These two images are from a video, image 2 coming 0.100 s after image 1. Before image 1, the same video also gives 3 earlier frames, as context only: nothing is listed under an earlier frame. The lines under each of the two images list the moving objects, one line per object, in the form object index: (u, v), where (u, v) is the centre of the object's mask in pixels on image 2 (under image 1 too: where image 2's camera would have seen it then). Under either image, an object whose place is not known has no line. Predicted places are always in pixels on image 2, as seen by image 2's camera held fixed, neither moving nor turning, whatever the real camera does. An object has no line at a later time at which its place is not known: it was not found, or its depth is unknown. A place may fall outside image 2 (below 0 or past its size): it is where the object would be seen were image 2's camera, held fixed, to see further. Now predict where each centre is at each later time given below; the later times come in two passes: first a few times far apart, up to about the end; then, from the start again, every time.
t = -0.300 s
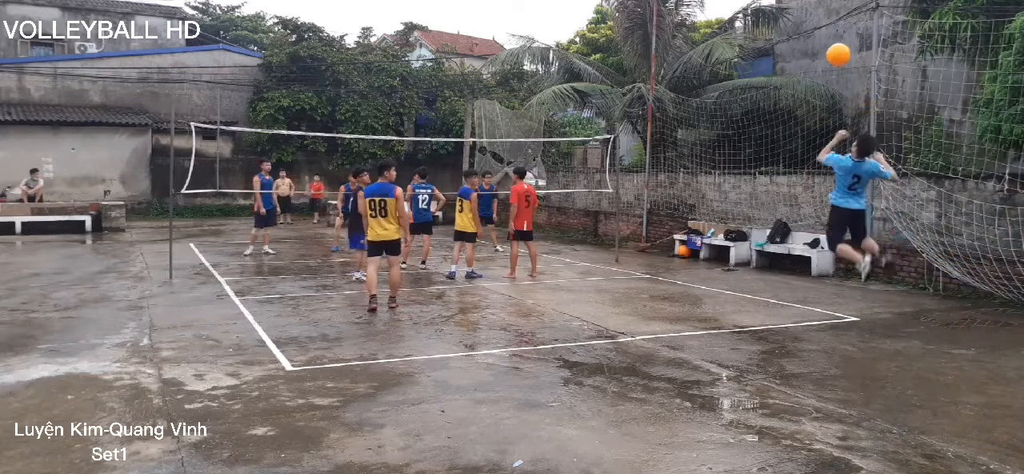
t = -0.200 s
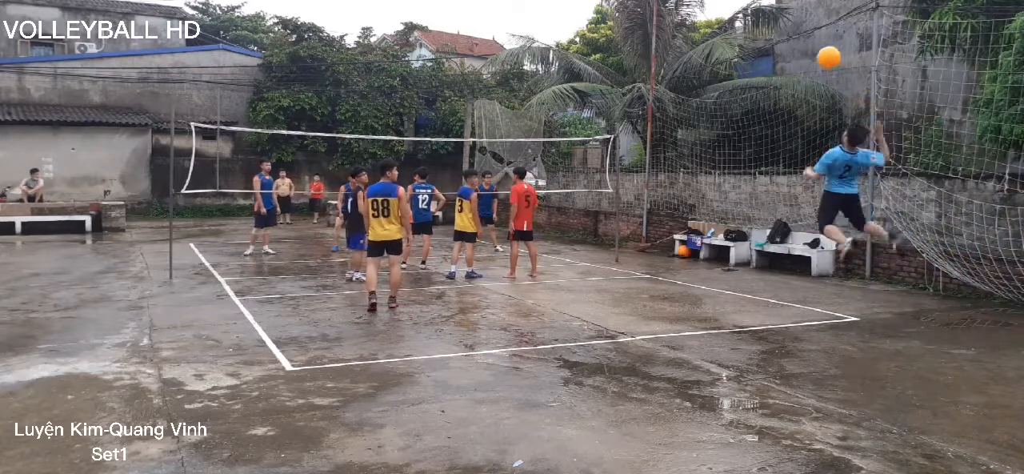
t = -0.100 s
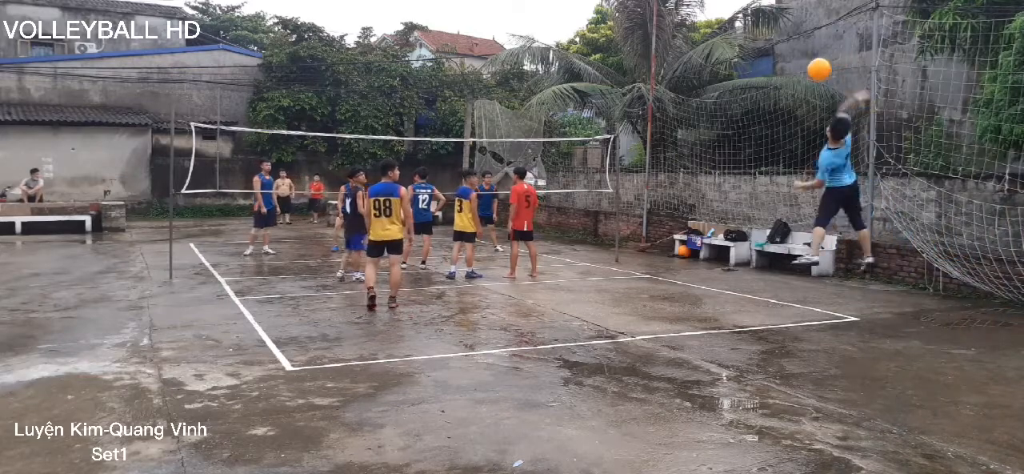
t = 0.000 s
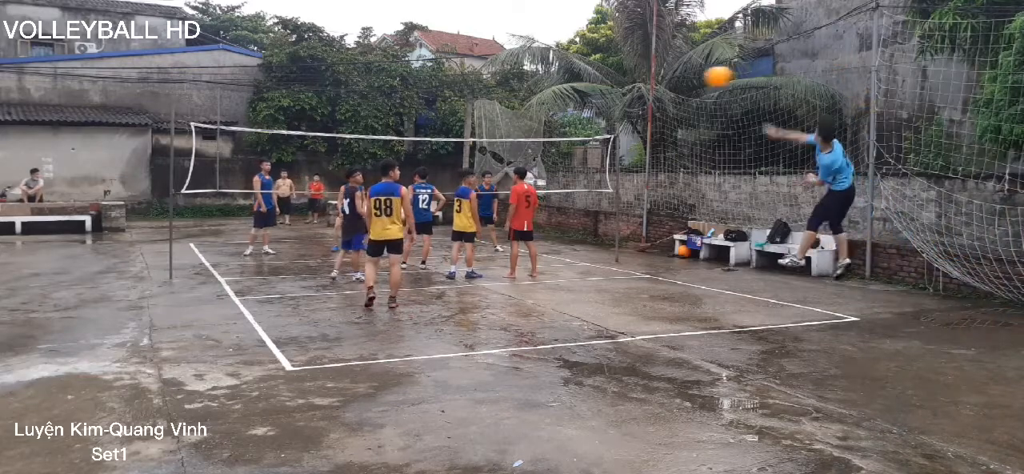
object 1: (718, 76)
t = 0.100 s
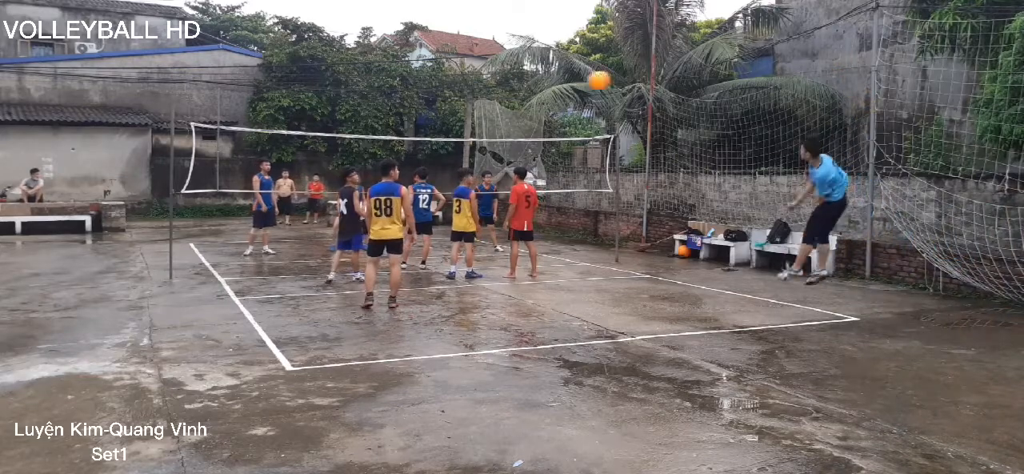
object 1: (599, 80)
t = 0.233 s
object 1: (479, 91)
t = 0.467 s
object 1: (329, 122)
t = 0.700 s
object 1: (224, 166)
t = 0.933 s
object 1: (149, 216)
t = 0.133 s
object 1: (565, 82)
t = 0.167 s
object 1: (534, 85)
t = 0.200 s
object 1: (506, 88)
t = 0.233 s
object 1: (479, 91)
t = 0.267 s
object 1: (454, 94)
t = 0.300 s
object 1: (431, 99)
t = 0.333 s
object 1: (408, 103)
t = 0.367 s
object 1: (387, 108)
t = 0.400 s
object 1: (366, 112)
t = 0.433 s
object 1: (347, 118)
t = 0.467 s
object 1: (329, 122)
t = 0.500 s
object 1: (312, 127)
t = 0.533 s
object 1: (295, 134)
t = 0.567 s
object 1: (279, 140)
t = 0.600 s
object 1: (264, 146)
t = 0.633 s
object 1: (250, 153)
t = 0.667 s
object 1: (237, 159)
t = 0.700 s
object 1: (224, 166)
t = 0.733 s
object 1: (211, 173)
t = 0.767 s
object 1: (200, 179)
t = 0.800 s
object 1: (190, 185)
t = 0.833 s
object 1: (178, 193)
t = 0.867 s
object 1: (168, 201)
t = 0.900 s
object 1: (158, 208)
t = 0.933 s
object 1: (149, 216)
